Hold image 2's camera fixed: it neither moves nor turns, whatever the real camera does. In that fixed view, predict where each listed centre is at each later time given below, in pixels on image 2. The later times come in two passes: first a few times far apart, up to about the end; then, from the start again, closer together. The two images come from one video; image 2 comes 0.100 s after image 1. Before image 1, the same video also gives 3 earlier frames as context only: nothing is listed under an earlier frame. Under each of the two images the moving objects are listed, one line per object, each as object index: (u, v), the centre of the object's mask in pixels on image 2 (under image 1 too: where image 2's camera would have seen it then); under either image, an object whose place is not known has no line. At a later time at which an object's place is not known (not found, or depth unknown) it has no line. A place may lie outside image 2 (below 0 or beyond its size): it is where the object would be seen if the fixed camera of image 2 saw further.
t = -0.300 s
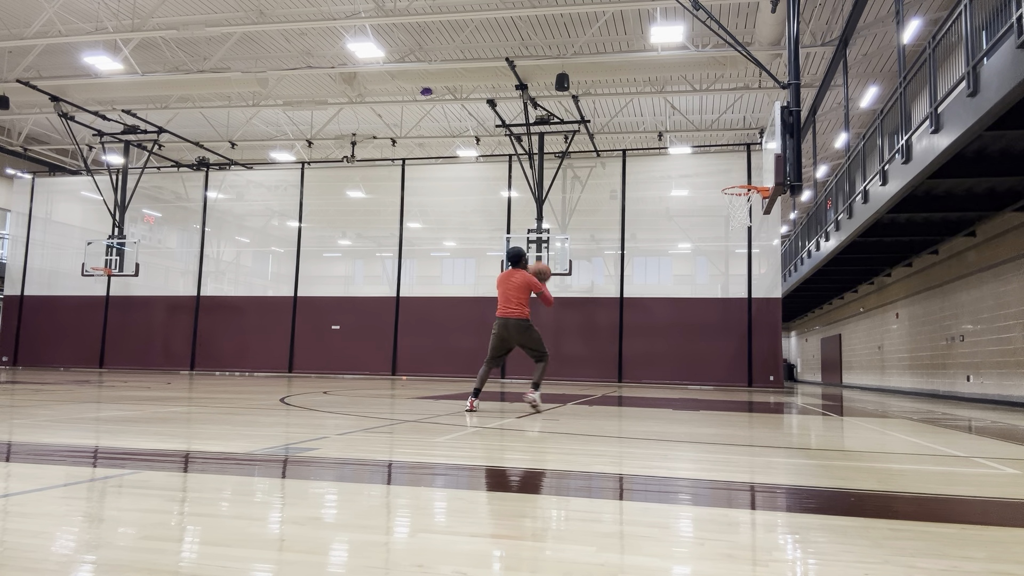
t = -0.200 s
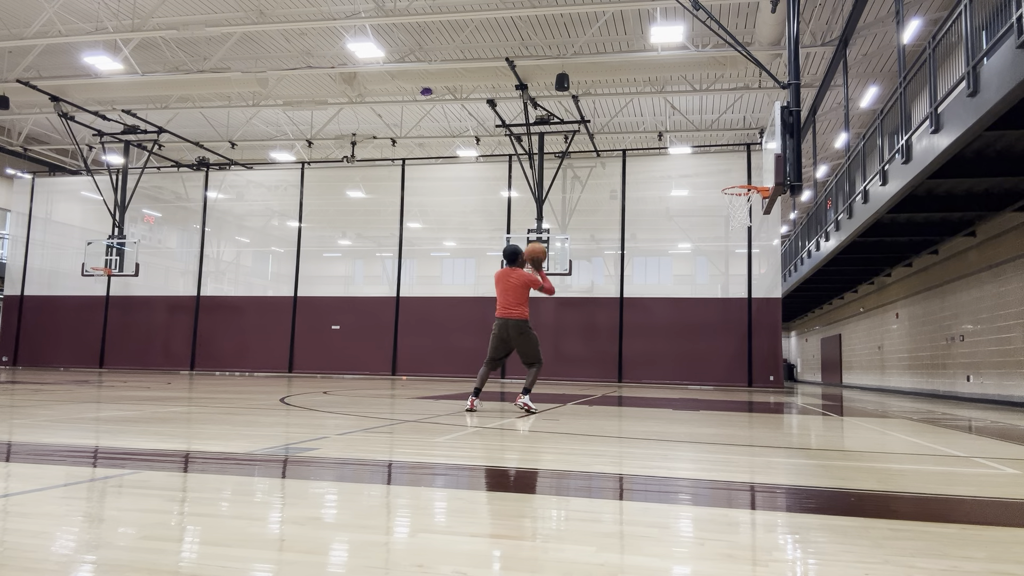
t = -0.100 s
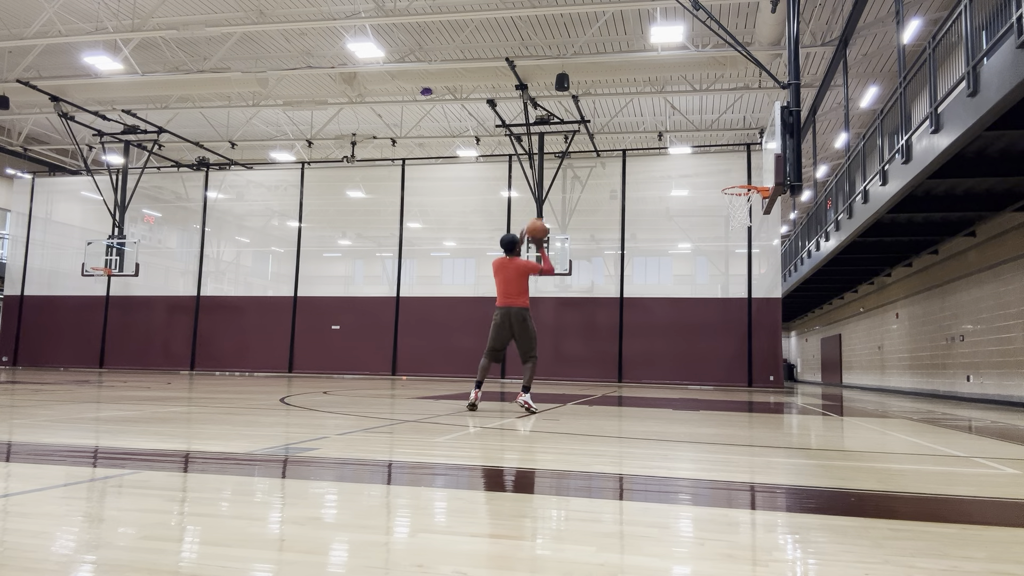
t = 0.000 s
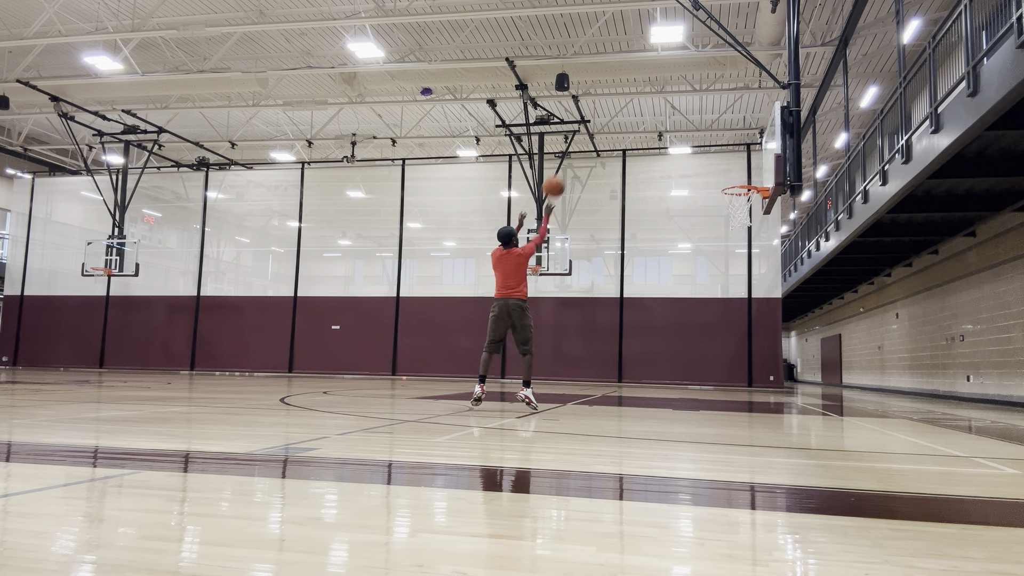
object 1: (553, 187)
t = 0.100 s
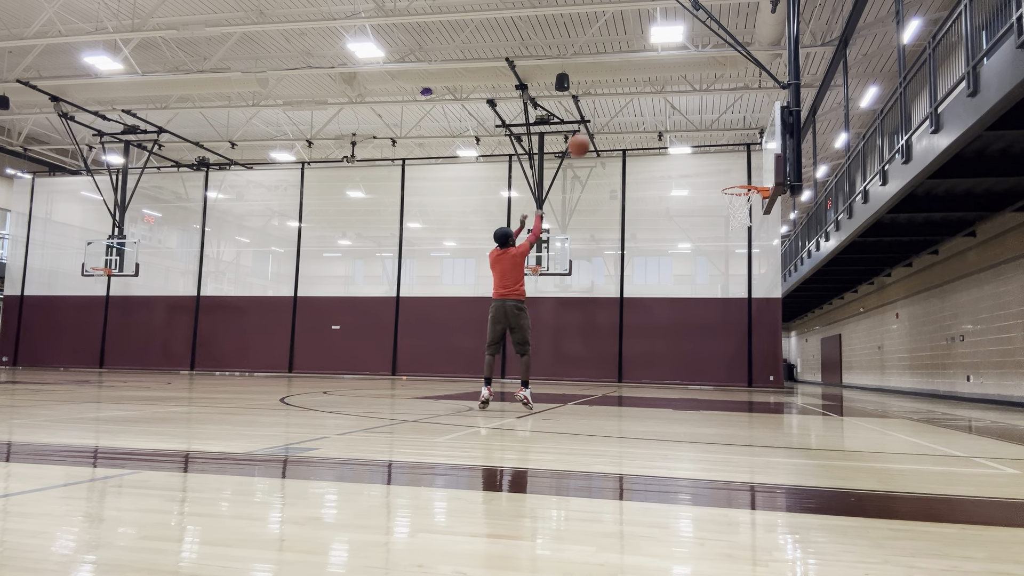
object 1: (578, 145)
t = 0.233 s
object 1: (609, 109)
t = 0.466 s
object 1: (655, 84)
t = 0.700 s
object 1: (694, 101)
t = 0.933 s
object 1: (728, 153)
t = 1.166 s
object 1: (752, 213)
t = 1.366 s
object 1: (755, 236)
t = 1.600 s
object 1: (757, 296)
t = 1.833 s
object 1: (762, 390)
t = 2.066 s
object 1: (753, 330)
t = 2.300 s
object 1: (745, 296)
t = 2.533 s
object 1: (736, 297)
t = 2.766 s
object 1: (727, 334)
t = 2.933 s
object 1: (721, 383)
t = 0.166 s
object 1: (594, 125)
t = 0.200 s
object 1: (601, 116)
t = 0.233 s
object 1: (609, 109)
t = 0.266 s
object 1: (616, 102)
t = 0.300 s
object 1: (623, 96)
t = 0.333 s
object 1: (630, 92)
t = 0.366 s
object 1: (636, 89)
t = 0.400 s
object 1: (643, 86)
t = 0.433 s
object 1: (649, 84)
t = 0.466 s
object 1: (655, 84)
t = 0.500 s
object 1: (661, 84)
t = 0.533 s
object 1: (666, 85)
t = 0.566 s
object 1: (672, 87)
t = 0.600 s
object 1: (678, 89)
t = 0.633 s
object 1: (683, 92)
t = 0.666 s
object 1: (689, 96)
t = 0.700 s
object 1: (694, 101)
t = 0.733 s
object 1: (699, 107)
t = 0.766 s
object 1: (704, 113)
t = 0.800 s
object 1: (709, 120)
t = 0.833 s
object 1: (714, 128)
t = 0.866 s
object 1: (719, 136)
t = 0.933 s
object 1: (728, 153)
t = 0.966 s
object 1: (733, 163)
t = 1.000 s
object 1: (737, 174)
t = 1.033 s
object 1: (742, 182)
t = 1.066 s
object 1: (746, 197)
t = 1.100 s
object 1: (750, 206)
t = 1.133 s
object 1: (752, 210)
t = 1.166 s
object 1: (752, 213)
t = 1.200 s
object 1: (752, 216)
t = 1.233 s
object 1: (753, 218)
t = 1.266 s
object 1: (754, 222)
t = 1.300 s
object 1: (754, 226)
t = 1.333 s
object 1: (754, 231)
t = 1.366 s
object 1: (755, 236)
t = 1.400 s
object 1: (755, 243)
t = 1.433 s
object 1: (756, 250)
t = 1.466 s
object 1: (756, 258)
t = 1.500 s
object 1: (756, 267)
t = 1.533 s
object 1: (757, 276)
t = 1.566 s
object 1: (758, 286)
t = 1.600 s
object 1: (757, 296)
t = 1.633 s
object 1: (758, 306)
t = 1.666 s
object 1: (759, 319)
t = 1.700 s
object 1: (759, 332)
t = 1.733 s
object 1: (759, 345)
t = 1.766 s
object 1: (760, 360)
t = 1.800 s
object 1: (761, 375)
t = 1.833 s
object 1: (762, 390)
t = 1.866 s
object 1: (762, 390)
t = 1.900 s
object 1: (759, 378)
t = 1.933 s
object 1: (759, 366)
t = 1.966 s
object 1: (757, 356)
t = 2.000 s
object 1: (756, 346)
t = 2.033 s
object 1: (754, 337)
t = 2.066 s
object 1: (753, 330)
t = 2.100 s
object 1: (752, 322)
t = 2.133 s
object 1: (751, 316)
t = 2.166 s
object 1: (750, 310)
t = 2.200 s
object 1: (748, 306)
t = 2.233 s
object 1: (747, 302)
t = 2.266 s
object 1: (746, 298)
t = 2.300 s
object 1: (745, 296)
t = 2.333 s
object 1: (743, 293)
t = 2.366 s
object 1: (742, 292)
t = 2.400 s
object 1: (741, 292)
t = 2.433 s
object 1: (740, 292)
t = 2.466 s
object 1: (738, 292)
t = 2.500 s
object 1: (737, 294)
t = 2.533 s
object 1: (736, 297)
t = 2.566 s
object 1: (734, 300)
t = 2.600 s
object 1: (733, 304)
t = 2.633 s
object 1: (732, 308)
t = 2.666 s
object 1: (730, 313)
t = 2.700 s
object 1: (729, 320)
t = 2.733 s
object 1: (728, 326)
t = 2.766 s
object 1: (727, 334)
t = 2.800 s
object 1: (725, 342)
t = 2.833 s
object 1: (725, 351)
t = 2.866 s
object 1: (723, 361)
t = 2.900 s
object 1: (722, 372)
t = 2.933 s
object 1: (721, 383)
